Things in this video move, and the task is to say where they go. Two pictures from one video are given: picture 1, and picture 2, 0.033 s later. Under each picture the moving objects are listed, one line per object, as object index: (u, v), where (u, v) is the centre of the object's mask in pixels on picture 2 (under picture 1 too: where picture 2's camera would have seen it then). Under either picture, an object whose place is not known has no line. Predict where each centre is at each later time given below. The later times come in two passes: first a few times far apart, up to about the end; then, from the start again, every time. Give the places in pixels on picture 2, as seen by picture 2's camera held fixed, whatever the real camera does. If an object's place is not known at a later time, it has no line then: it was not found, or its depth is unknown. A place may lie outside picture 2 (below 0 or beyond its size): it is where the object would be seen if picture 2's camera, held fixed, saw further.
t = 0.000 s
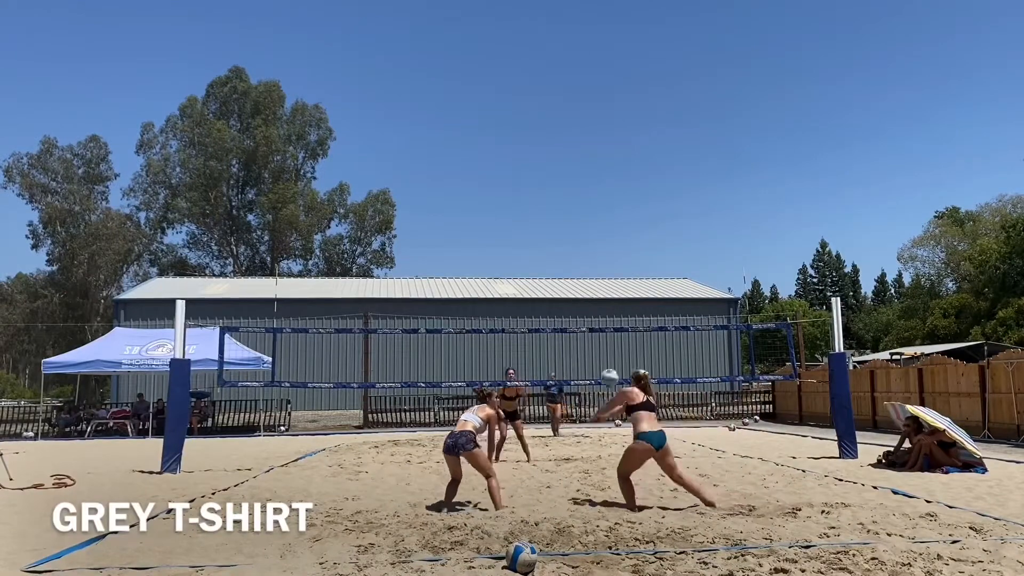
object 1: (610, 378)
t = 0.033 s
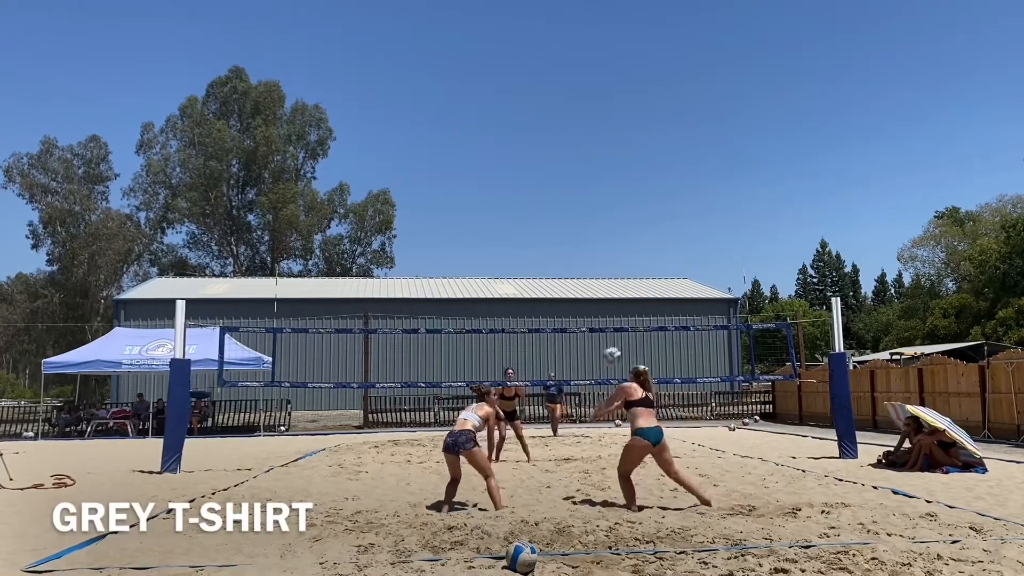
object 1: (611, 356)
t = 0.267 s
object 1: (625, 238)
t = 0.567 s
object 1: (645, 164)
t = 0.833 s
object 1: (663, 157)
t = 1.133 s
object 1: (682, 208)
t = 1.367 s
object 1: (696, 284)
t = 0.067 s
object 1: (614, 335)
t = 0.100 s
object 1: (615, 316)
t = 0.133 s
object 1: (617, 299)
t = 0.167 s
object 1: (619, 282)
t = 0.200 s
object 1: (621, 266)
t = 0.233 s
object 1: (623, 251)
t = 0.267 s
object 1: (625, 238)
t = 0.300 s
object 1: (627, 226)
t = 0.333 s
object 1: (630, 215)
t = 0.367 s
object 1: (632, 205)
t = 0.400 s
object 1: (634, 195)
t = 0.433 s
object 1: (636, 187)
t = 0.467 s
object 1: (638, 180)
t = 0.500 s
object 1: (640, 174)
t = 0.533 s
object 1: (643, 168)
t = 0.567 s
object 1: (645, 164)
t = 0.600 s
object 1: (647, 160)
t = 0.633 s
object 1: (650, 157)
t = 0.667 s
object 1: (651, 156)
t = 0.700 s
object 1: (654, 154)
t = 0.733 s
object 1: (656, 154)
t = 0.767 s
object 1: (658, 154)
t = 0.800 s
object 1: (660, 155)
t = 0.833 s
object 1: (663, 157)
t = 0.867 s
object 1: (665, 160)
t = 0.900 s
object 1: (667, 163)
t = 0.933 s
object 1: (669, 168)
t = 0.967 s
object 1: (671, 173)
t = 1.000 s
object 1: (673, 179)
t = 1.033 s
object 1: (675, 185)
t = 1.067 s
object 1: (677, 192)
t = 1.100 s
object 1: (680, 199)
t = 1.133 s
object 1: (682, 208)
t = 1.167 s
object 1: (684, 217)
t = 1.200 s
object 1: (686, 226)
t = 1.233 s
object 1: (688, 237)
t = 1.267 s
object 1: (690, 248)
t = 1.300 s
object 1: (692, 259)
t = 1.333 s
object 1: (694, 271)
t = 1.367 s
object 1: (696, 284)
